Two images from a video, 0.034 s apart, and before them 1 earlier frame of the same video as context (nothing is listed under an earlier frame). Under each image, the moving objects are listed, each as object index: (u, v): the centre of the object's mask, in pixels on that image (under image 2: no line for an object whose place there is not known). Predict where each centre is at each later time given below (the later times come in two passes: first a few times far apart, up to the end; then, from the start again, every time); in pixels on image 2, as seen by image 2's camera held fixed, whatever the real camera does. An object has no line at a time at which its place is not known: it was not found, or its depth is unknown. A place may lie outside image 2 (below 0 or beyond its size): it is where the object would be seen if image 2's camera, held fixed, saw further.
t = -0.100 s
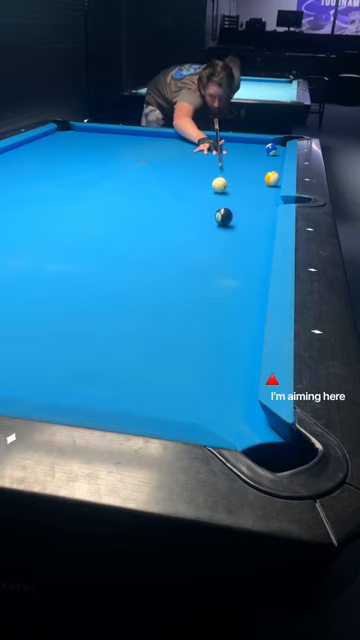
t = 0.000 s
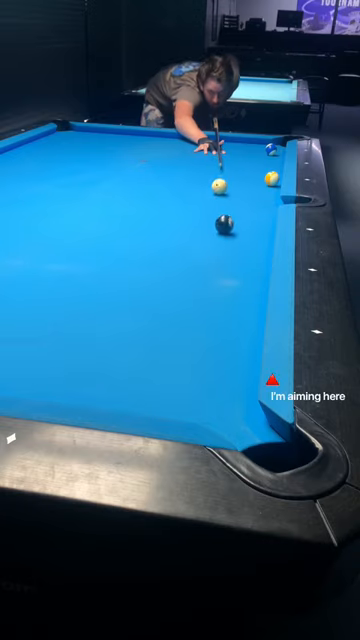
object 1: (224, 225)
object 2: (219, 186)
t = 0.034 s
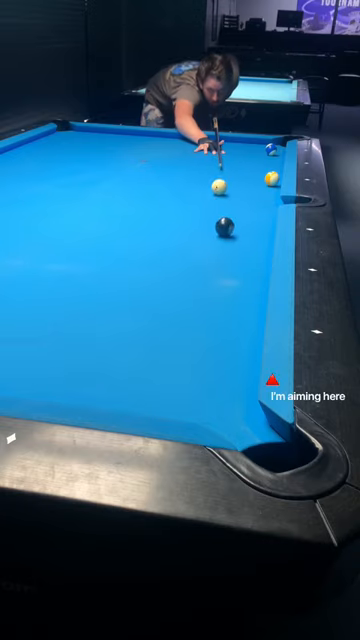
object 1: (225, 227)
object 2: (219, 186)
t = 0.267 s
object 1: (226, 247)
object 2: (218, 190)
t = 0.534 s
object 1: (229, 274)
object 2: (217, 194)
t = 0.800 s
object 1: (232, 308)
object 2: (216, 198)
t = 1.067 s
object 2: (215, 201)
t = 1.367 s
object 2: (214, 204)
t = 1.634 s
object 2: (214, 207)
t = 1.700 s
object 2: (214, 208)
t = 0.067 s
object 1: (225, 230)
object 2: (218, 187)
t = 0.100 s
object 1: (225, 232)
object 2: (219, 187)
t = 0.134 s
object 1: (225, 235)
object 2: (219, 188)
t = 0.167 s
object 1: (225, 238)
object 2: (218, 188)
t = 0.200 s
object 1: (226, 241)
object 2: (218, 189)
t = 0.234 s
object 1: (226, 244)
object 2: (218, 190)
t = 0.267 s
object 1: (226, 247)
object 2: (218, 190)
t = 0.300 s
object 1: (227, 250)
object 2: (218, 190)
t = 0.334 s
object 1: (227, 253)
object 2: (218, 191)
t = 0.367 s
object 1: (227, 257)
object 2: (218, 192)
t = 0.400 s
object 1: (227, 260)
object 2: (218, 192)
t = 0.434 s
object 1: (228, 264)
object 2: (217, 193)
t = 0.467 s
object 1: (228, 267)
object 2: (217, 193)
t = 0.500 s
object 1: (229, 271)
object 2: (217, 194)
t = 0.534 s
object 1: (229, 274)
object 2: (217, 194)
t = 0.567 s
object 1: (229, 279)
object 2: (217, 195)
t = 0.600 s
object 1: (229, 282)
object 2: (217, 195)
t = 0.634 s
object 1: (230, 287)
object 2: (217, 196)
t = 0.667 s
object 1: (230, 291)
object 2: (217, 196)
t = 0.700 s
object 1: (231, 295)
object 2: (217, 196)
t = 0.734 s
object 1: (231, 299)
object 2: (217, 197)
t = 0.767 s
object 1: (232, 304)
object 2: (216, 197)
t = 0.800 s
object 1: (232, 308)
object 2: (216, 198)
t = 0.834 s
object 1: (232, 313)
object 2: (216, 198)
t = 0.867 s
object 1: (233, 318)
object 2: (216, 199)
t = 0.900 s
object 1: (234, 323)
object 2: (216, 199)
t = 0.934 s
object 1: (234, 328)
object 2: (216, 199)
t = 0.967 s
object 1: (235, 334)
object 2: (216, 200)
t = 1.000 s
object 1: (235, 339)
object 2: (216, 200)
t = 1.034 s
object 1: (236, 346)
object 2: (215, 201)
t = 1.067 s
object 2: (215, 201)
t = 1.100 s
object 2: (215, 202)
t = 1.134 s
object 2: (215, 202)
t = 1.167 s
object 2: (215, 202)
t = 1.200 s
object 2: (215, 202)
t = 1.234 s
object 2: (215, 203)
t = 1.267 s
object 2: (215, 203)
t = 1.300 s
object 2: (215, 204)
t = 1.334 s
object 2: (215, 204)
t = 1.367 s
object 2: (214, 204)
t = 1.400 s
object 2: (214, 205)
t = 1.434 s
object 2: (214, 205)
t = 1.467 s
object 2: (214, 206)
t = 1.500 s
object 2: (214, 206)
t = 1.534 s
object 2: (214, 206)
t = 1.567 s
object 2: (214, 206)
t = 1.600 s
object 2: (214, 207)
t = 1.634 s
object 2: (214, 207)
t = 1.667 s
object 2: (214, 208)
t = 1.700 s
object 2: (214, 208)
